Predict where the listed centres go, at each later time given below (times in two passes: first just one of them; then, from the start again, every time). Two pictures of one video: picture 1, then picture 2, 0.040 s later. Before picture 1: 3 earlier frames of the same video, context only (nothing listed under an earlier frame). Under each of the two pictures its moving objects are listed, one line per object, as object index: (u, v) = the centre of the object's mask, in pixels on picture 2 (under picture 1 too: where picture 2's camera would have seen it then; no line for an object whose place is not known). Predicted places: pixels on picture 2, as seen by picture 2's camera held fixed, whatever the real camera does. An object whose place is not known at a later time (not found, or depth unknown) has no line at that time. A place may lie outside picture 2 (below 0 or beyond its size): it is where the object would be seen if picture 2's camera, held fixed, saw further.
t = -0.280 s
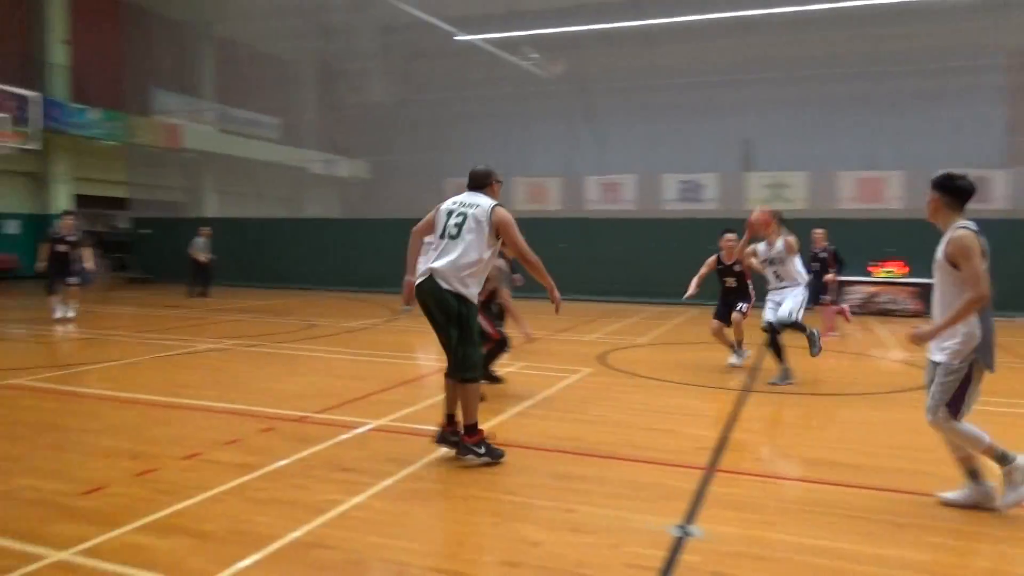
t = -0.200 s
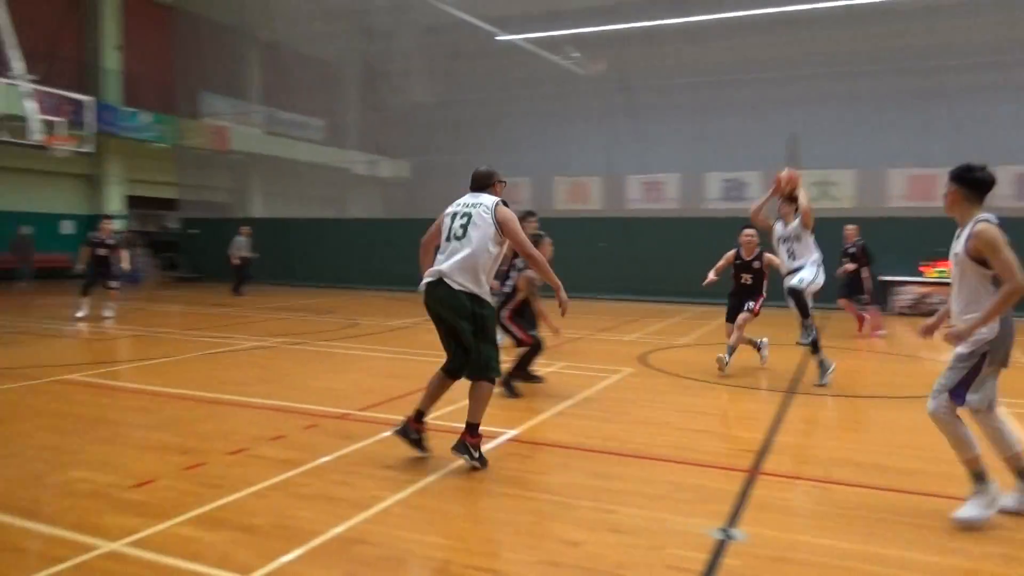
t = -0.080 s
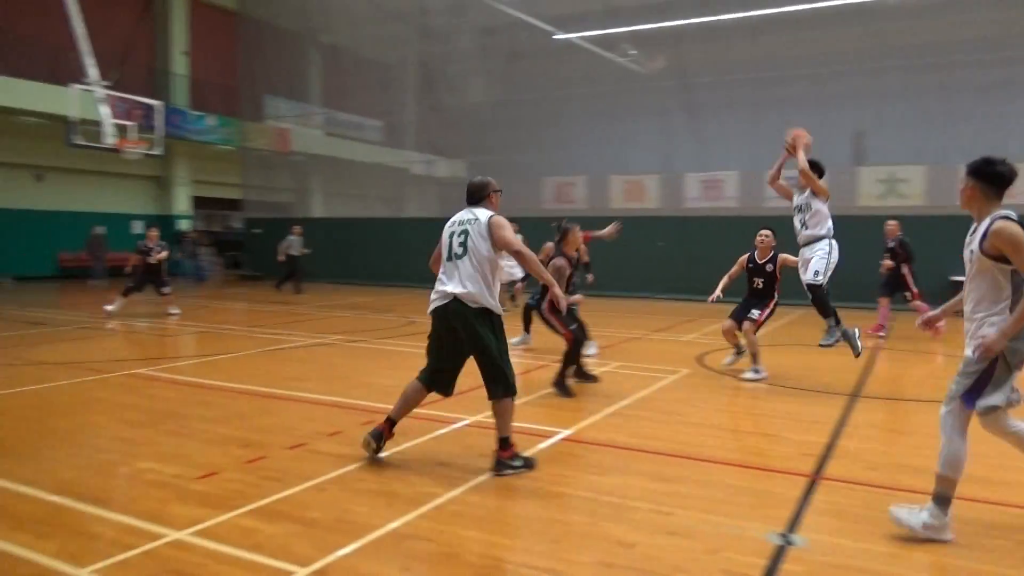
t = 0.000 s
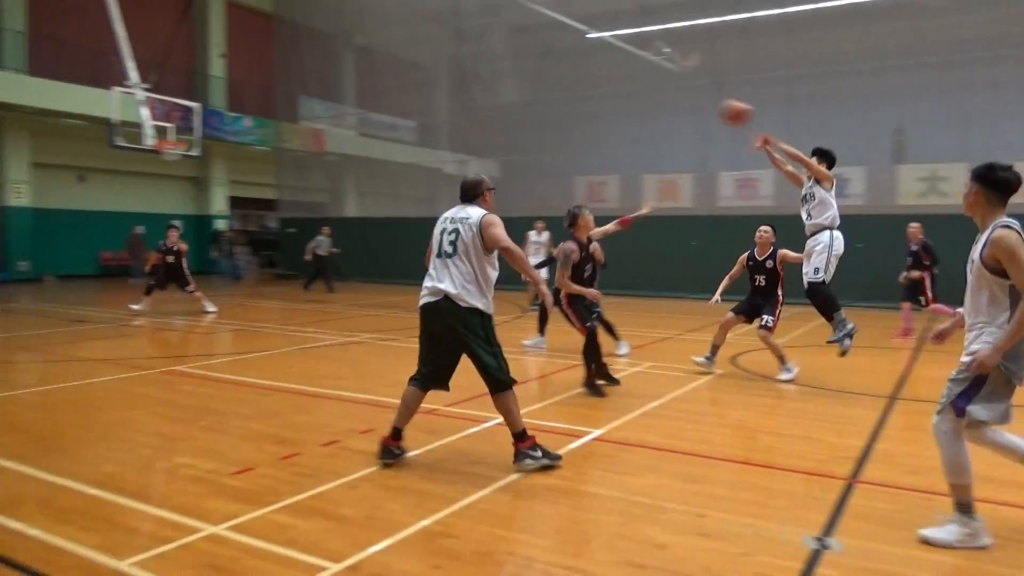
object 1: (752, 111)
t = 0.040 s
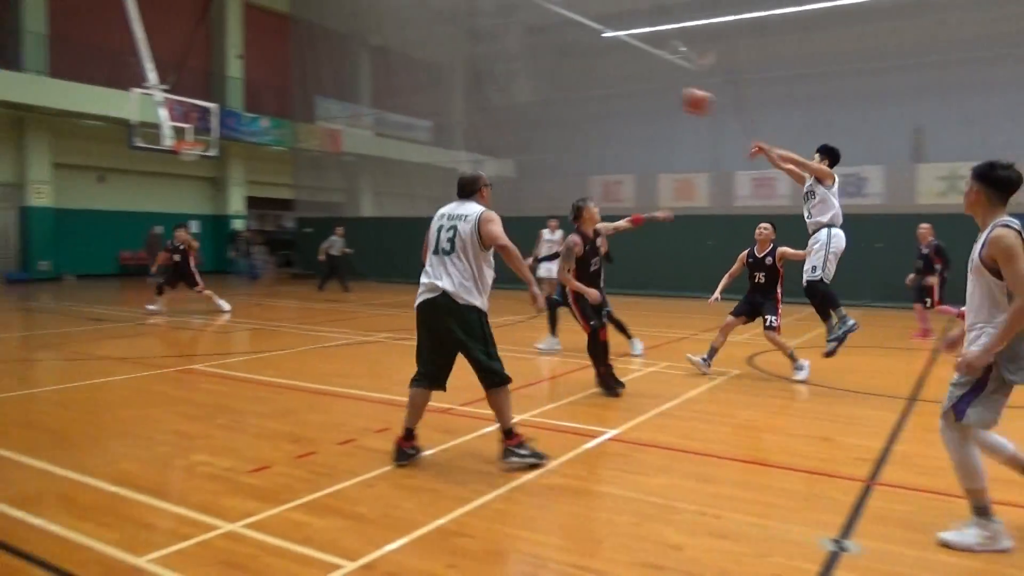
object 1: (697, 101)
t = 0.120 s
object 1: (588, 88)
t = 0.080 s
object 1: (642, 94)
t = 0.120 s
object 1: (588, 88)
